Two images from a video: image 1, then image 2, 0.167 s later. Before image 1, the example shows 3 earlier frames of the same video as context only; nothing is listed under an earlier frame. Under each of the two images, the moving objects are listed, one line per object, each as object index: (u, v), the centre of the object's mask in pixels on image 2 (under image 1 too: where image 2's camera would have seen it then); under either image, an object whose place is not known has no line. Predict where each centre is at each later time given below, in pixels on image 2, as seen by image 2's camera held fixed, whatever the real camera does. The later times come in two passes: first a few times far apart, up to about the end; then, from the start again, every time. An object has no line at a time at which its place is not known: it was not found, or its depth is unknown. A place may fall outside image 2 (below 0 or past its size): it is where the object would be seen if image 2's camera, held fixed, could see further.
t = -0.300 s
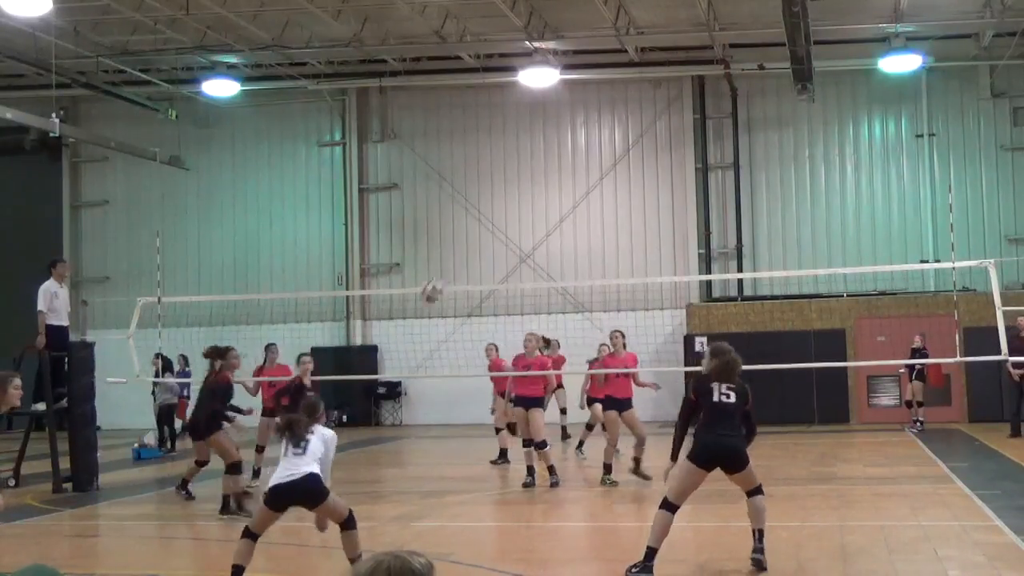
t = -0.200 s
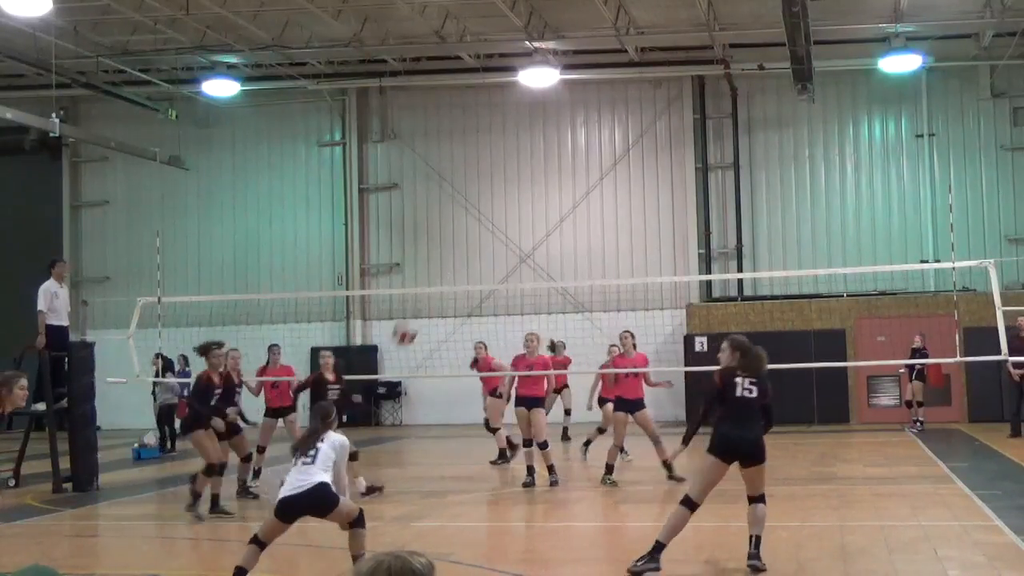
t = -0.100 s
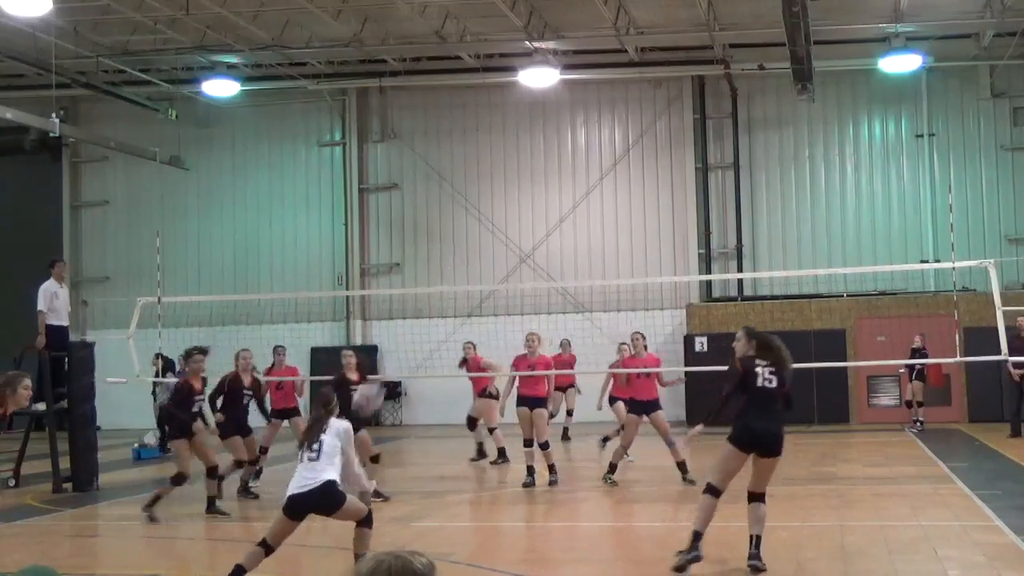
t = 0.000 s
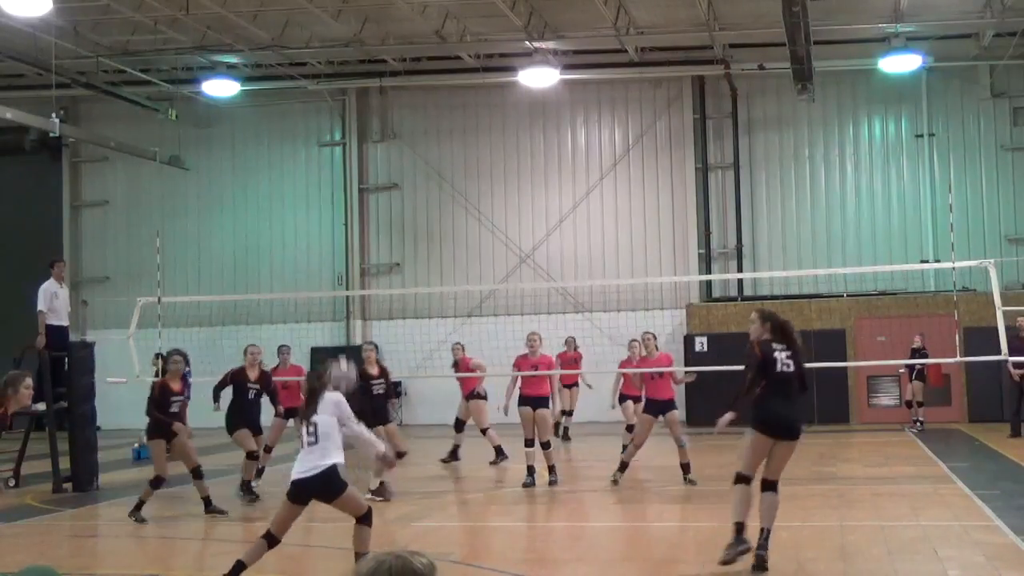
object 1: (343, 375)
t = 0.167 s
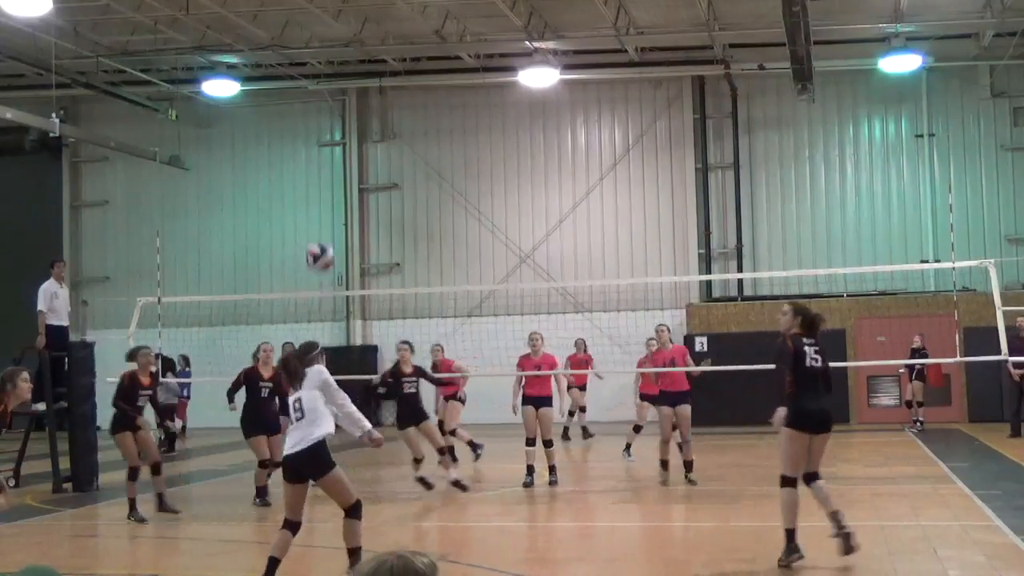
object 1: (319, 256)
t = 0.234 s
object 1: (311, 225)
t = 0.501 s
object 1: (284, 163)
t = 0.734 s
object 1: (264, 183)
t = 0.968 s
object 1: (246, 260)
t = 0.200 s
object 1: (316, 241)
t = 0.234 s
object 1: (311, 225)
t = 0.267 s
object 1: (308, 212)
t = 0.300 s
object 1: (304, 200)
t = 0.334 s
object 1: (301, 190)
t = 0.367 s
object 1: (297, 181)
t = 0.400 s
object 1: (294, 174)
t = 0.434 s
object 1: (290, 169)
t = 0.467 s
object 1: (286, 165)
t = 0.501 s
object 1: (284, 163)
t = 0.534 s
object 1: (280, 162)
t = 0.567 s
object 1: (277, 162)
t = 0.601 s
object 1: (274, 164)
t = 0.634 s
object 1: (271, 167)
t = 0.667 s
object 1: (268, 171)
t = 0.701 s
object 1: (266, 177)
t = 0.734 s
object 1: (264, 183)
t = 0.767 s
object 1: (261, 191)
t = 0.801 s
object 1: (258, 201)
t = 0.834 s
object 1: (257, 211)
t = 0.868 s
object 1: (254, 221)
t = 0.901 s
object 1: (252, 234)
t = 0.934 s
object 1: (249, 246)
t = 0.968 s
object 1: (246, 260)
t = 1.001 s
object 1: (244, 275)
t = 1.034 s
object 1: (242, 292)
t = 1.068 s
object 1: (240, 307)
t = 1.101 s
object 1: (239, 326)
